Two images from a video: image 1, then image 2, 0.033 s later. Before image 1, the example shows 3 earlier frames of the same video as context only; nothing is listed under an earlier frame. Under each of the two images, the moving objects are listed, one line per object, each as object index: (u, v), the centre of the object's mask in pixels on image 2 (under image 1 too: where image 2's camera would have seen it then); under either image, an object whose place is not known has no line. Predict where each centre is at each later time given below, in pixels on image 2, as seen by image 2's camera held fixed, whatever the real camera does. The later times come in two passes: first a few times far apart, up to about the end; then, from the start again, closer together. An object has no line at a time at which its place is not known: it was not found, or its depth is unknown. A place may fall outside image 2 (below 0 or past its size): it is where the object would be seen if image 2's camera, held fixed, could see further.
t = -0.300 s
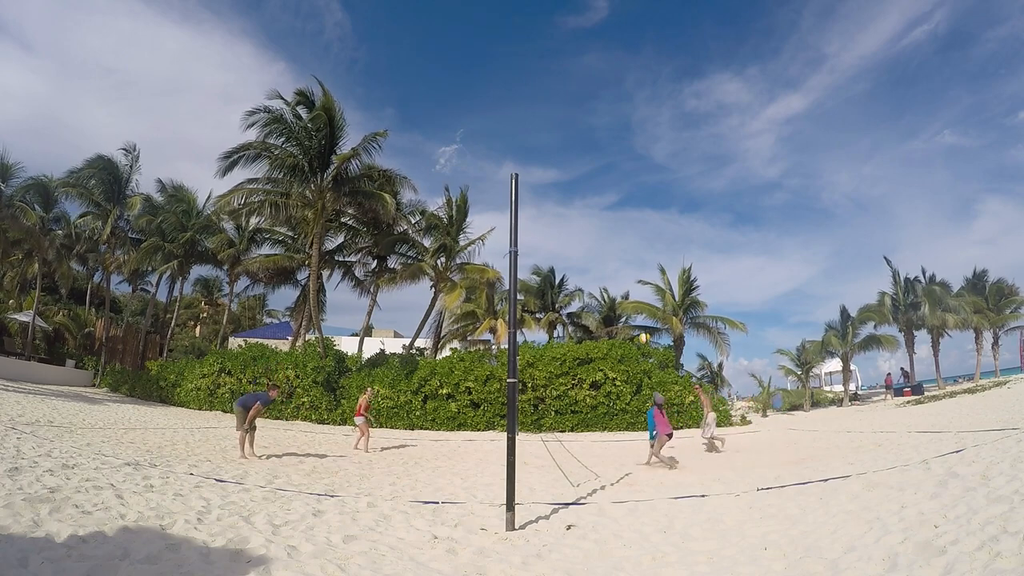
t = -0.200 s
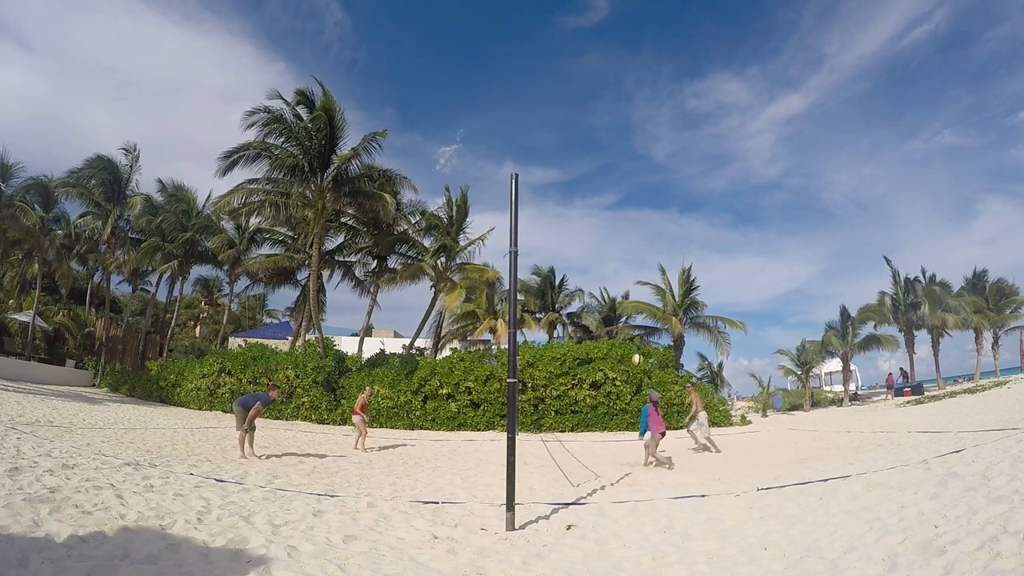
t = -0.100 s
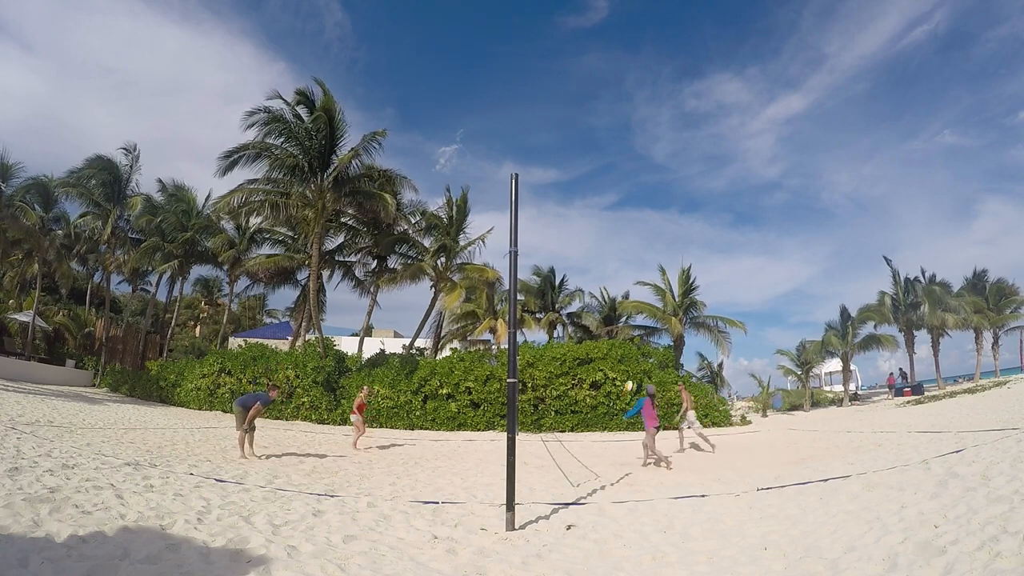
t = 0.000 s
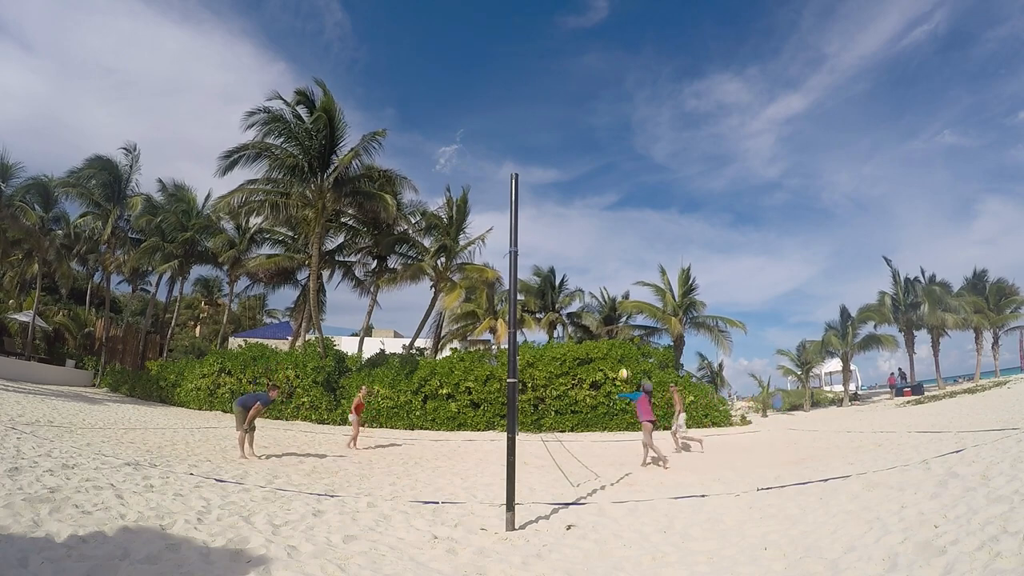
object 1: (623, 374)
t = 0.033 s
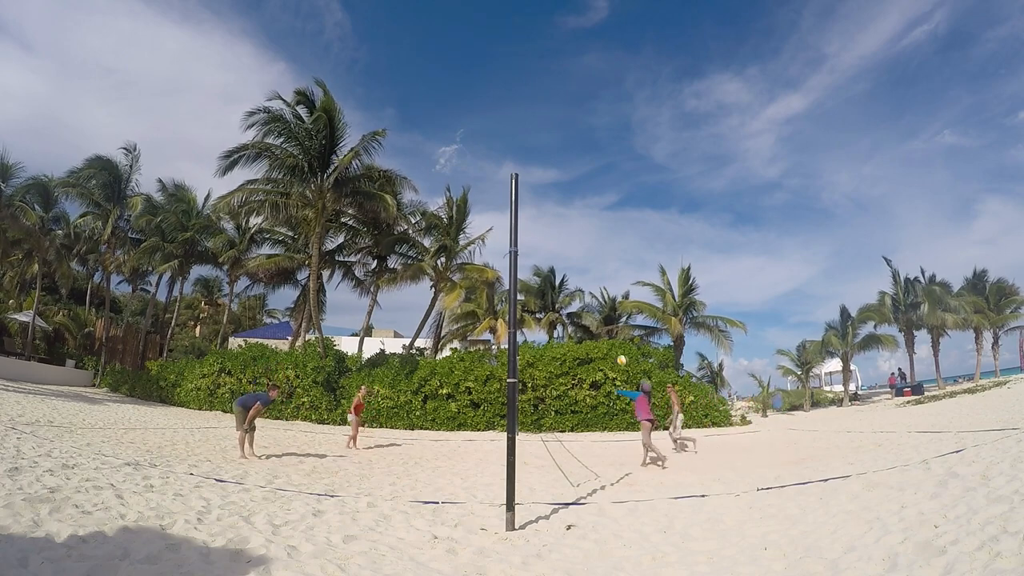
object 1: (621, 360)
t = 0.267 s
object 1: (612, 287)
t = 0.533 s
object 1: (604, 246)
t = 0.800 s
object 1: (597, 238)
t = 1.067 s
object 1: (591, 257)
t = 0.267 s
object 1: (612, 287)
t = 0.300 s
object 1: (611, 280)
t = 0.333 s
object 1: (610, 273)
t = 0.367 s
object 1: (609, 267)
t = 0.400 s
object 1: (608, 262)
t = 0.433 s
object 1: (607, 257)
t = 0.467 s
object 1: (606, 252)
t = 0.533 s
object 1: (604, 246)
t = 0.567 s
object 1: (603, 243)
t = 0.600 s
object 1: (602, 241)
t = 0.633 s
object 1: (601, 240)
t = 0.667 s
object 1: (600, 238)
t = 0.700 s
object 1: (600, 237)
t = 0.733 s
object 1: (599, 237)
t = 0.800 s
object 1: (597, 238)
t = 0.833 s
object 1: (596, 239)
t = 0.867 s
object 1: (595, 240)
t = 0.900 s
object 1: (595, 242)
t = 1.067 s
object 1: (591, 257)
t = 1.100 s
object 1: (590, 262)
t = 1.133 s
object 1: (590, 266)
